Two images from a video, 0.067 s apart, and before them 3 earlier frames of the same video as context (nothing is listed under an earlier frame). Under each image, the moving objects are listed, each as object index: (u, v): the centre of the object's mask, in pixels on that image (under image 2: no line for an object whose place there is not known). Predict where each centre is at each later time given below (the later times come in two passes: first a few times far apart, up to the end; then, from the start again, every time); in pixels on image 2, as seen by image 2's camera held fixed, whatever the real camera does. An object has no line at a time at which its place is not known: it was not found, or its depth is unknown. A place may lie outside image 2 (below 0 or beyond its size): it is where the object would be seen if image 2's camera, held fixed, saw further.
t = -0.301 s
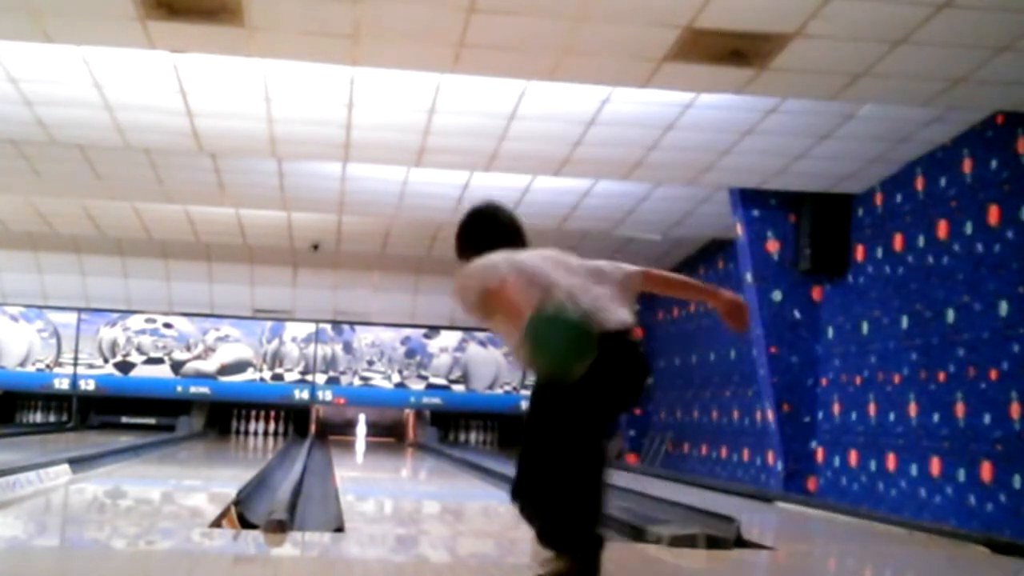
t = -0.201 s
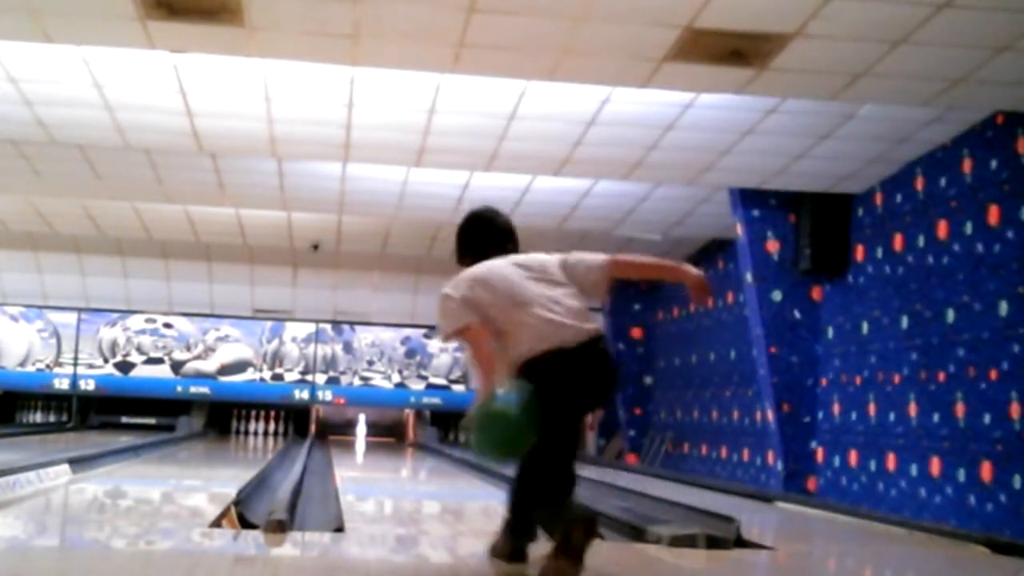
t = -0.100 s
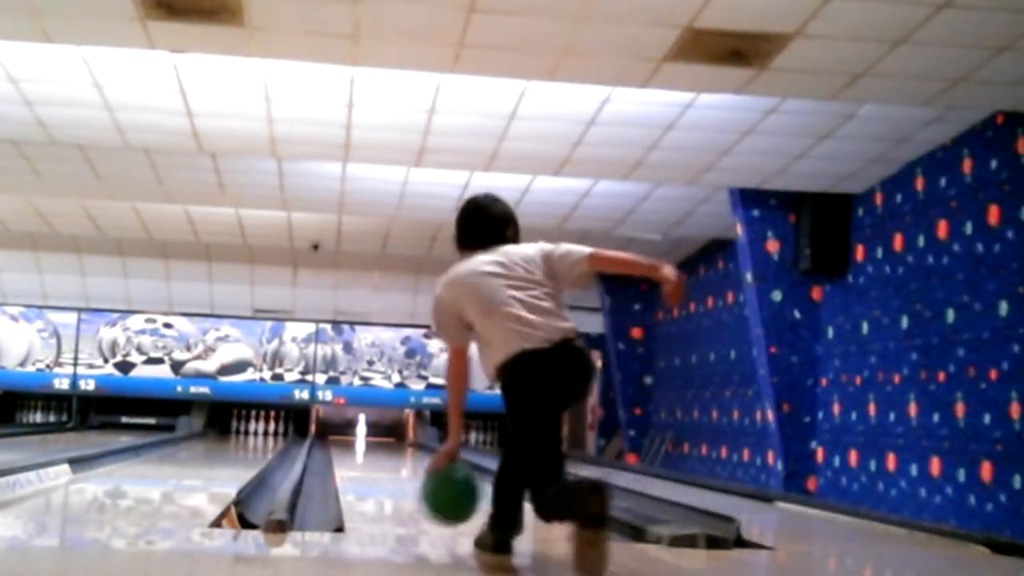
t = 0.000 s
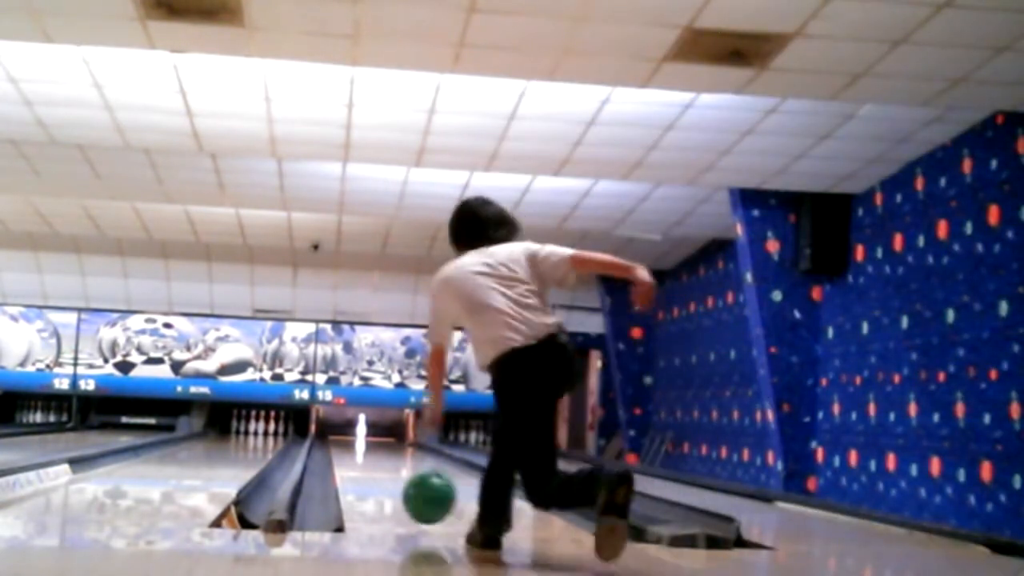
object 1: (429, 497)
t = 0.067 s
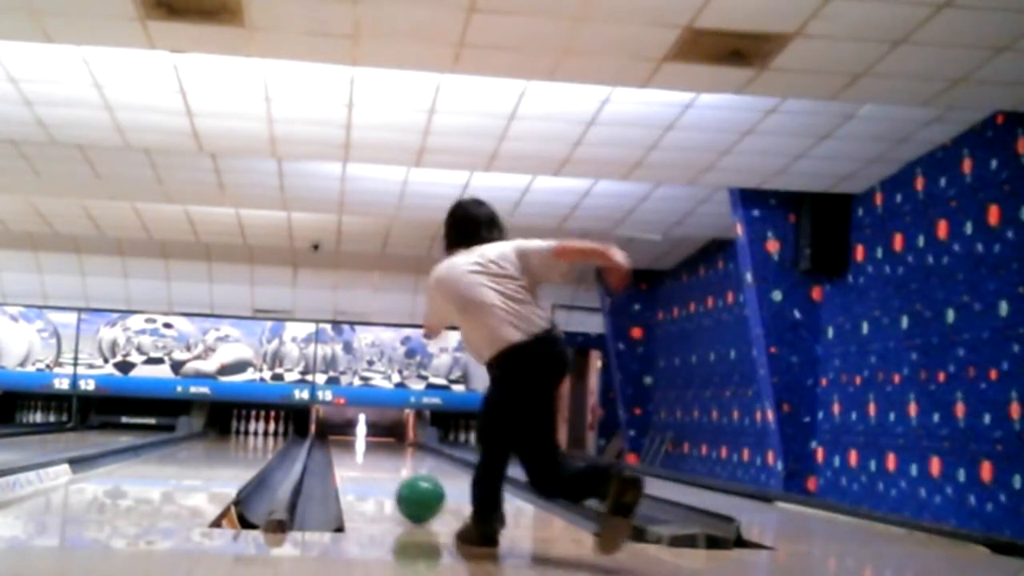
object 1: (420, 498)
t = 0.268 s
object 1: (403, 480)
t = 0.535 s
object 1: (388, 463)
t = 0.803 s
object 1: (379, 454)
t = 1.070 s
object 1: (374, 447)
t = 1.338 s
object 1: (371, 442)
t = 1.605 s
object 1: (369, 439)
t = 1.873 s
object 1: (367, 436)
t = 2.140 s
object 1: (367, 434)
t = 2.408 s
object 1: (372, 431)
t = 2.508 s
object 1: (377, 434)
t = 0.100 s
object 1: (416, 495)
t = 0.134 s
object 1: (413, 492)
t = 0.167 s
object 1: (410, 489)
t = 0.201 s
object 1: (408, 486)
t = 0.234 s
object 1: (405, 483)
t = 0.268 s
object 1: (403, 480)
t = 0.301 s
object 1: (400, 478)
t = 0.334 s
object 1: (398, 475)
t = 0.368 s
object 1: (396, 473)
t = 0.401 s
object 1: (395, 470)
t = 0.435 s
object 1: (393, 468)
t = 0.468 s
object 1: (391, 467)
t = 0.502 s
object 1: (390, 465)
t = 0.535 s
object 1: (388, 463)
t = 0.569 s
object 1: (387, 462)
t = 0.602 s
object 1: (386, 460)
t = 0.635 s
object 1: (384, 459)
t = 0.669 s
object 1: (384, 458)
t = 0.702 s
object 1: (382, 457)
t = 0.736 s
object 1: (382, 456)
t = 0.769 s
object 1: (380, 455)
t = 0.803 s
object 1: (379, 454)
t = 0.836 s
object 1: (379, 453)
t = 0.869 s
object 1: (378, 452)
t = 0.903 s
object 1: (377, 451)
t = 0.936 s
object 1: (377, 450)
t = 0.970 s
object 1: (377, 450)
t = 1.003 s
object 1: (376, 449)
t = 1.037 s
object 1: (375, 448)
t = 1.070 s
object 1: (374, 447)
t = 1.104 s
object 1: (374, 447)
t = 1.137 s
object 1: (373, 446)
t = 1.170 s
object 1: (373, 446)
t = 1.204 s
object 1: (373, 445)
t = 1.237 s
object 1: (372, 443)
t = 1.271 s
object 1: (372, 443)
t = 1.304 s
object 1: (371, 443)
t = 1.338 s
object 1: (371, 442)
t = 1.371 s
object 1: (371, 441)
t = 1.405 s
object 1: (371, 441)
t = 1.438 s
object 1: (371, 441)
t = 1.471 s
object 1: (370, 440)
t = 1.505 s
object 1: (370, 440)
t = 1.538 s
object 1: (369, 440)
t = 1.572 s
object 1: (369, 439)
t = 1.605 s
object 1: (369, 439)
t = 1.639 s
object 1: (368, 438)
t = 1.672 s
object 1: (368, 438)
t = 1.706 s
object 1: (368, 438)
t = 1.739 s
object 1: (368, 437)
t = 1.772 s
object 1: (368, 437)
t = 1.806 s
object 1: (368, 436)
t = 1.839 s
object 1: (367, 436)
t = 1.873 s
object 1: (367, 436)
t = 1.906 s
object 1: (367, 436)
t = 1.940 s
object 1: (367, 435)
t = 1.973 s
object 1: (367, 434)
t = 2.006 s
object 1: (367, 434)
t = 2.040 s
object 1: (367, 434)
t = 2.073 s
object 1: (367, 434)
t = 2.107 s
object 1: (367, 434)
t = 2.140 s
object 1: (367, 434)
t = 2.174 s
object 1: (368, 434)
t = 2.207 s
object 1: (368, 434)
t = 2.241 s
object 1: (369, 431)
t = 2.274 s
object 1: (368, 431)
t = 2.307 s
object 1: (367, 431)
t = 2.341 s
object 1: (368, 431)
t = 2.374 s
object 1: (369, 431)
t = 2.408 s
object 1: (372, 431)
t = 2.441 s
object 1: (374, 431)
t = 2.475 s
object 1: (376, 432)
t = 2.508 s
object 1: (377, 434)
